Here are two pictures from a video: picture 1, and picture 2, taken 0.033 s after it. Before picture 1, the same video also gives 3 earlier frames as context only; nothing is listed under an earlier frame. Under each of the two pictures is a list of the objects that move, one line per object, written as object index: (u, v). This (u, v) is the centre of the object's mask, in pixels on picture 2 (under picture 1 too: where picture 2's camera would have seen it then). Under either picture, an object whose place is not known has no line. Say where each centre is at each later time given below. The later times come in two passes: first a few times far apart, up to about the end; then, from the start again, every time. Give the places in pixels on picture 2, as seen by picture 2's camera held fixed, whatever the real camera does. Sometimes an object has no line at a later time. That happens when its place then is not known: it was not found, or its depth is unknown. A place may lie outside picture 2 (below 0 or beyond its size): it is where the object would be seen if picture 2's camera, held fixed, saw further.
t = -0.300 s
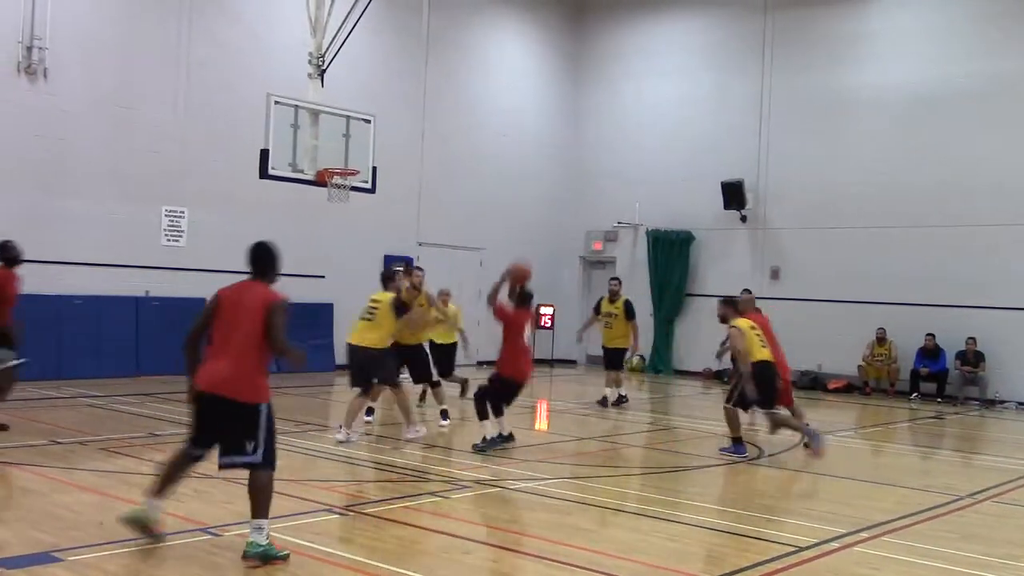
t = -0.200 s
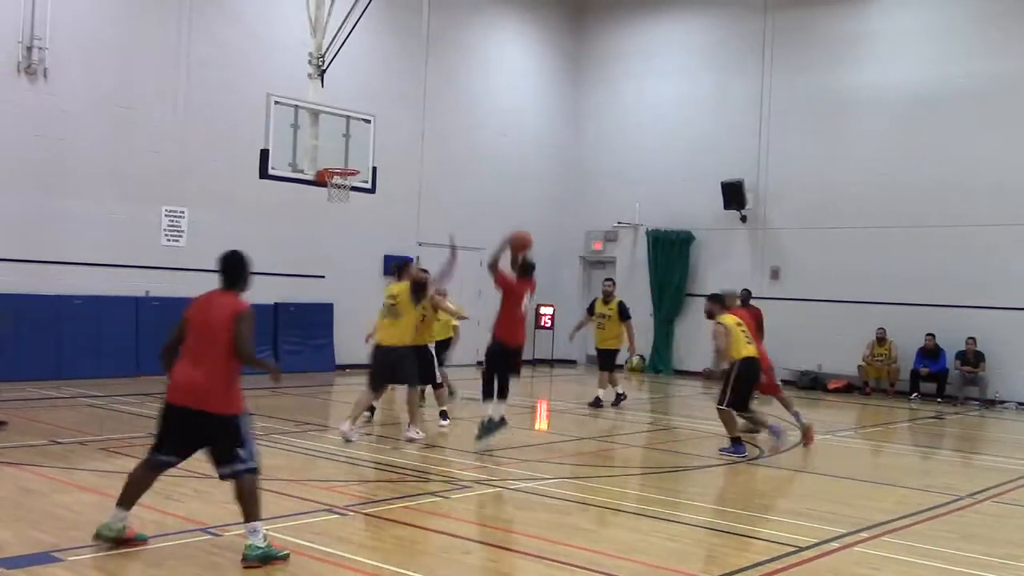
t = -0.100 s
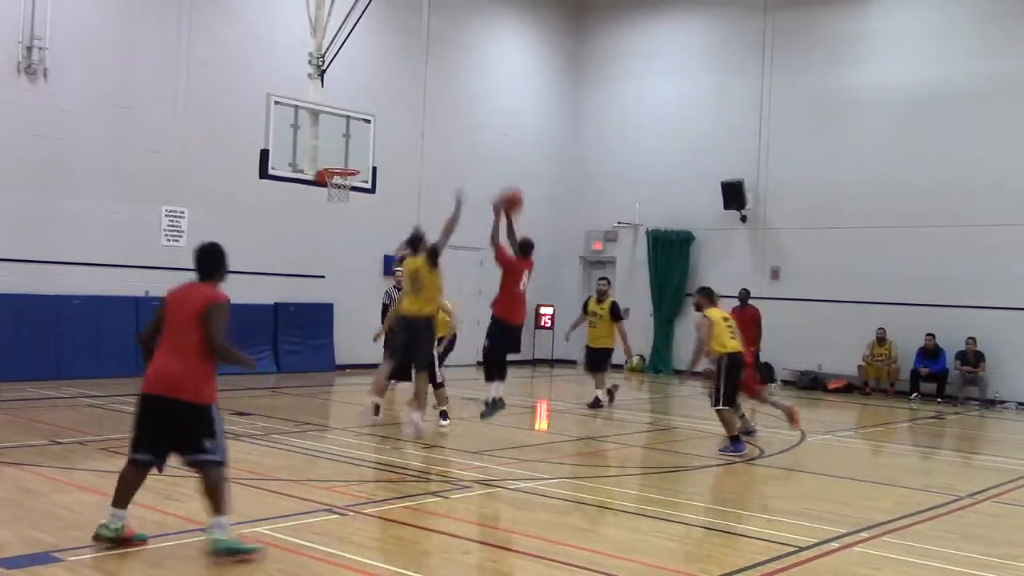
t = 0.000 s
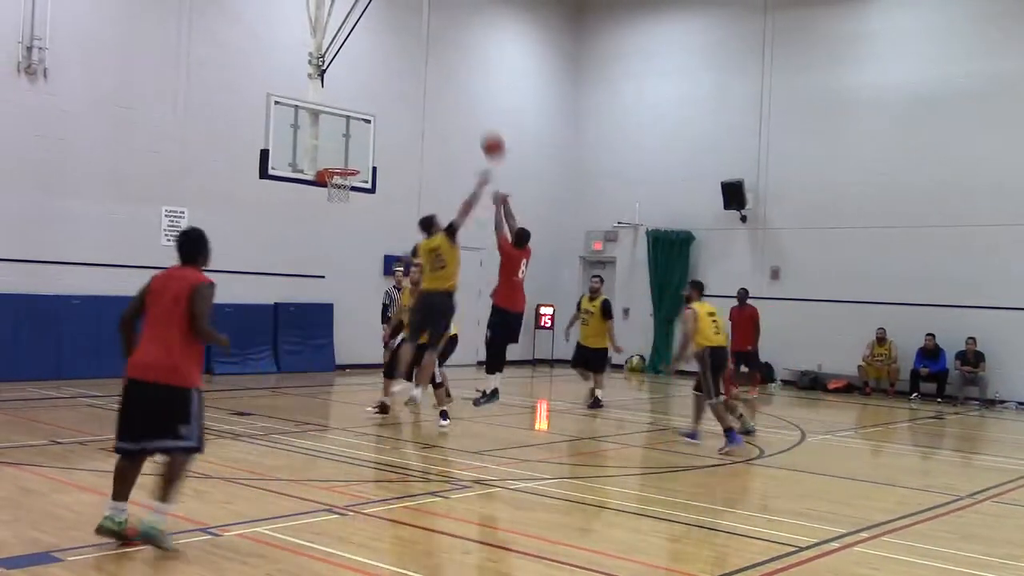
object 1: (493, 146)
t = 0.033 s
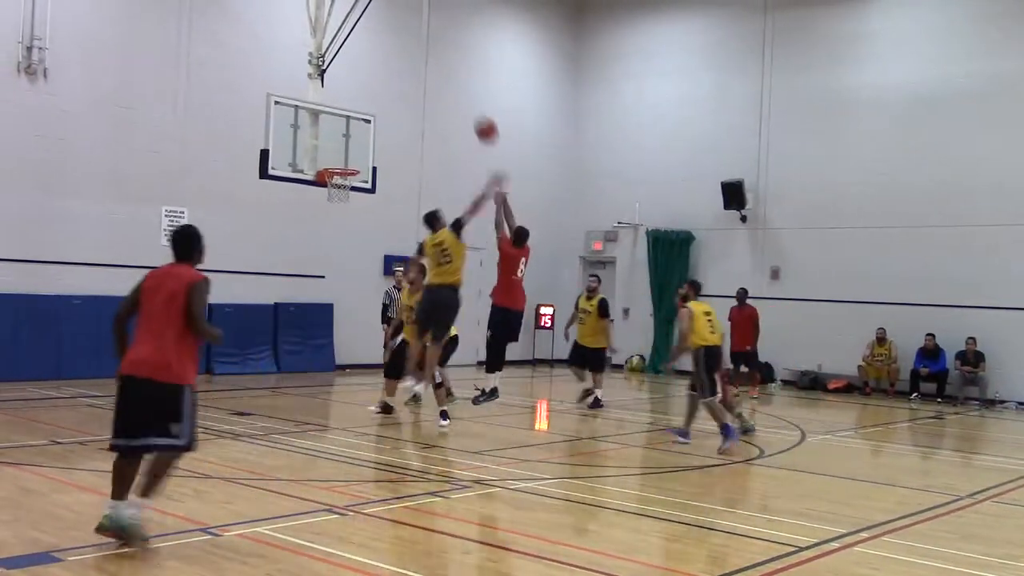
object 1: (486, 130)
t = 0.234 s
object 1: (448, 61)
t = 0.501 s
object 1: (401, 33)
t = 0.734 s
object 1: (364, 56)
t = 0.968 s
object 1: (327, 117)
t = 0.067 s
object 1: (479, 115)
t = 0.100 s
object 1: (473, 103)
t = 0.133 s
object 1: (467, 90)
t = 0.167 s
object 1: (460, 79)
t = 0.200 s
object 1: (454, 70)
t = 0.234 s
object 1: (448, 61)
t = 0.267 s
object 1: (442, 54)
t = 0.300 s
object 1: (436, 48)
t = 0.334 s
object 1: (430, 43)
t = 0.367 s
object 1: (424, 38)
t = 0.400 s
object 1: (419, 36)
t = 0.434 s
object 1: (413, 34)
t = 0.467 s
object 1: (407, 33)
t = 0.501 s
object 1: (401, 33)
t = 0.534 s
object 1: (395, 34)
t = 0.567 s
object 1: (391, 35)
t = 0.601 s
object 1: (385, 38)
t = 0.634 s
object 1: (379, 41)
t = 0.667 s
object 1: (374, 45)
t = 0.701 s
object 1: (369, 50)
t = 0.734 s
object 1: (364, 56)
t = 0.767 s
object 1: (358, 62)
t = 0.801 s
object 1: (353, 69)
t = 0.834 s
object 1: (348, 77)
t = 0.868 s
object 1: (343, 86)
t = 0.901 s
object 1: (338, 95)
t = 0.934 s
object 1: (333, 105)
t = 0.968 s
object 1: (327, 117)
